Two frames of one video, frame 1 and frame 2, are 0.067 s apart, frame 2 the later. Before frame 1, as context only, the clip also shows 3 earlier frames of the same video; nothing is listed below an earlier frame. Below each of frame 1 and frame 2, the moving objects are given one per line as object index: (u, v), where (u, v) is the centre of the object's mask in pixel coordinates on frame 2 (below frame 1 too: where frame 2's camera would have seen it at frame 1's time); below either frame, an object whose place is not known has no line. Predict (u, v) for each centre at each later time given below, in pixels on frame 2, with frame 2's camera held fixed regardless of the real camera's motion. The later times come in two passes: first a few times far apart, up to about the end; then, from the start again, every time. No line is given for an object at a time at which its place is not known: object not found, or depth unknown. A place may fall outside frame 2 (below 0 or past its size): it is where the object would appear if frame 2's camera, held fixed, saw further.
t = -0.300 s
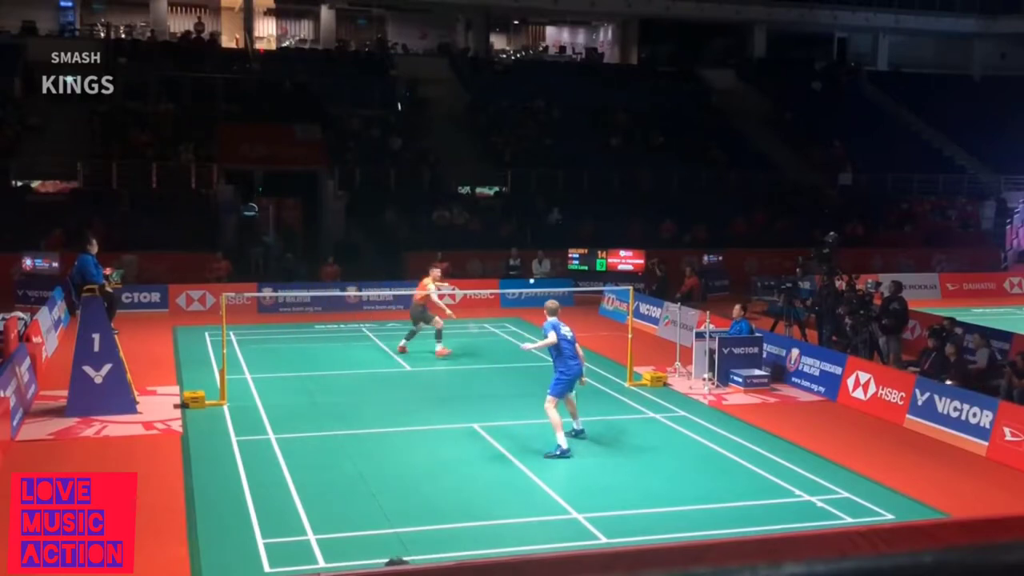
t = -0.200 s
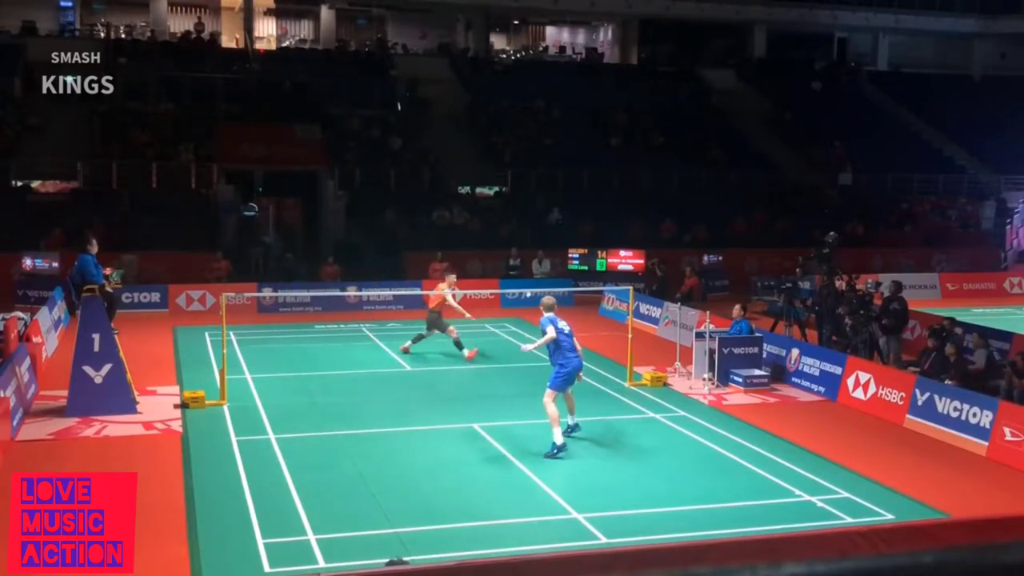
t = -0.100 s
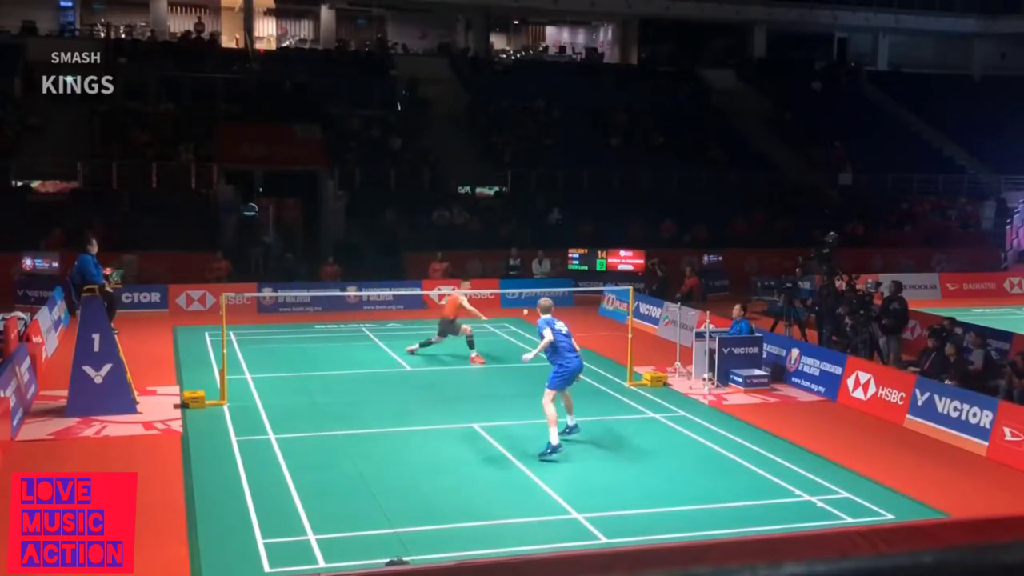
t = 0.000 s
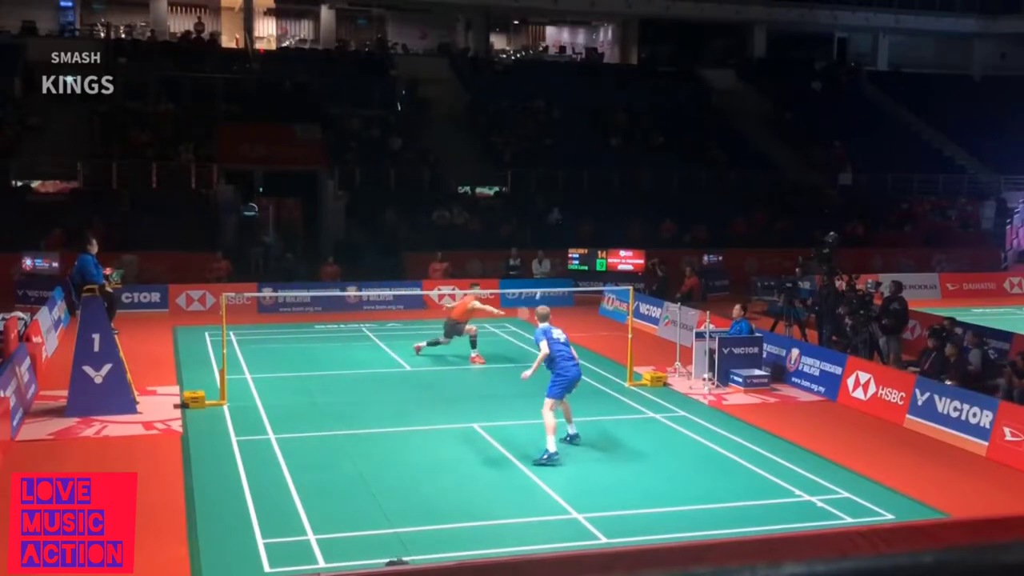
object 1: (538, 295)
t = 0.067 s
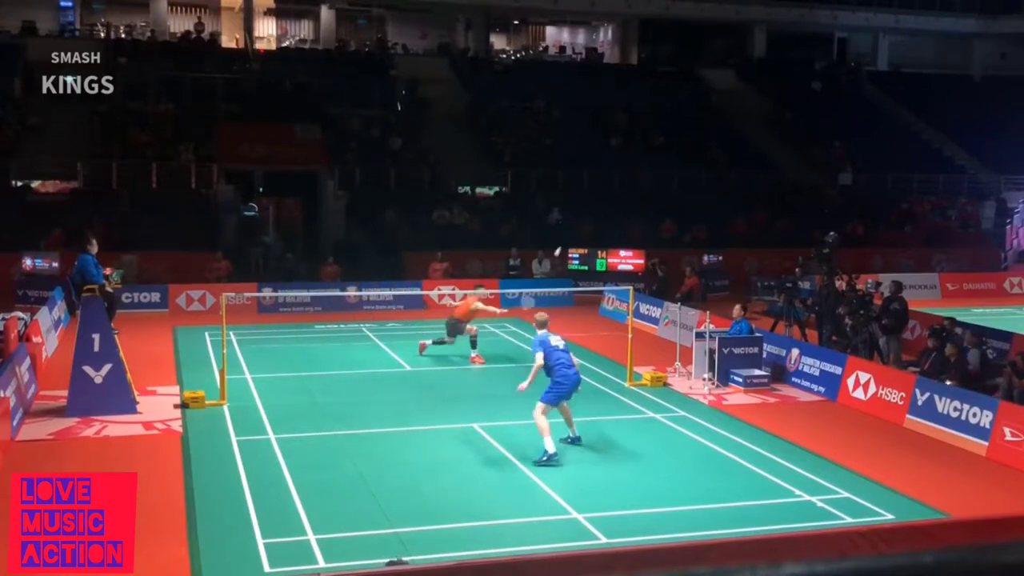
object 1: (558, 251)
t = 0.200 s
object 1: (591, 188)
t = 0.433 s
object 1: (636, 124)
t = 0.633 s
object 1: (668, 106)
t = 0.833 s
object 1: (695, 119)
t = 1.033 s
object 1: (715, 166)
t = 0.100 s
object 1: (567, 233)
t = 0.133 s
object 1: (576, 217)
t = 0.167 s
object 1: (584, 202)
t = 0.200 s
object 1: (591, 188)
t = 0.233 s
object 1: (598, 175)
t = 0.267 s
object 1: (605, 164)
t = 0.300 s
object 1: (612, 155)
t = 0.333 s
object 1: (618, 145)
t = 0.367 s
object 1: (624, 138)
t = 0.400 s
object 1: (631, 131)
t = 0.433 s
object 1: (636, 124)
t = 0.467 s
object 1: (642, 119)
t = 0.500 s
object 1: (648, 115)
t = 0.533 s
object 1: (653, 111)
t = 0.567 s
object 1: (658, 108)
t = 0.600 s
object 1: (663, 106)
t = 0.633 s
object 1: (668, 106)
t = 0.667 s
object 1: (673, 106)
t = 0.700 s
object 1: (678, 106)
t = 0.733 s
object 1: (682, 108)
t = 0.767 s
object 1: (686, 110)
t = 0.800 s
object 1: (690, 114)
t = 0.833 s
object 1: (695, 119)
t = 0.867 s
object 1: (699, 124)
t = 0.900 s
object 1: (702, 131)
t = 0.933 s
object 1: (706, 138)
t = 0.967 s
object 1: (709, 147)
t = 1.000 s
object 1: (712, 156)
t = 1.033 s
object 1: (715, 166)
